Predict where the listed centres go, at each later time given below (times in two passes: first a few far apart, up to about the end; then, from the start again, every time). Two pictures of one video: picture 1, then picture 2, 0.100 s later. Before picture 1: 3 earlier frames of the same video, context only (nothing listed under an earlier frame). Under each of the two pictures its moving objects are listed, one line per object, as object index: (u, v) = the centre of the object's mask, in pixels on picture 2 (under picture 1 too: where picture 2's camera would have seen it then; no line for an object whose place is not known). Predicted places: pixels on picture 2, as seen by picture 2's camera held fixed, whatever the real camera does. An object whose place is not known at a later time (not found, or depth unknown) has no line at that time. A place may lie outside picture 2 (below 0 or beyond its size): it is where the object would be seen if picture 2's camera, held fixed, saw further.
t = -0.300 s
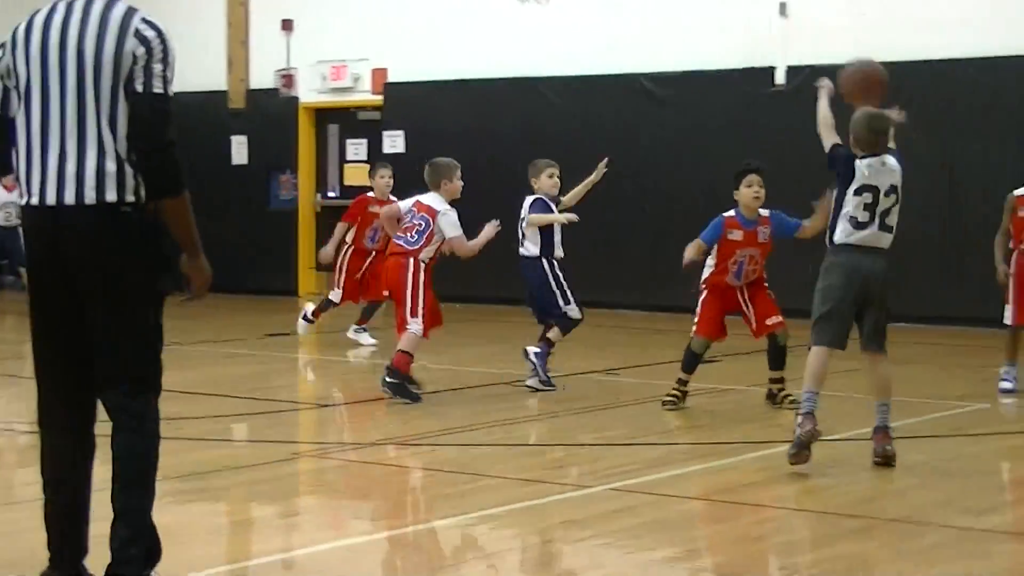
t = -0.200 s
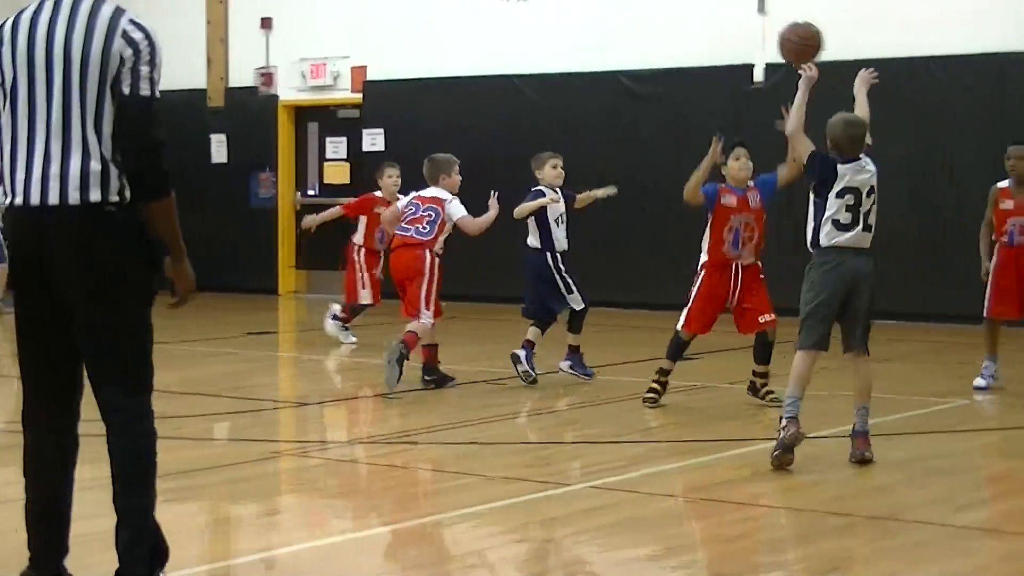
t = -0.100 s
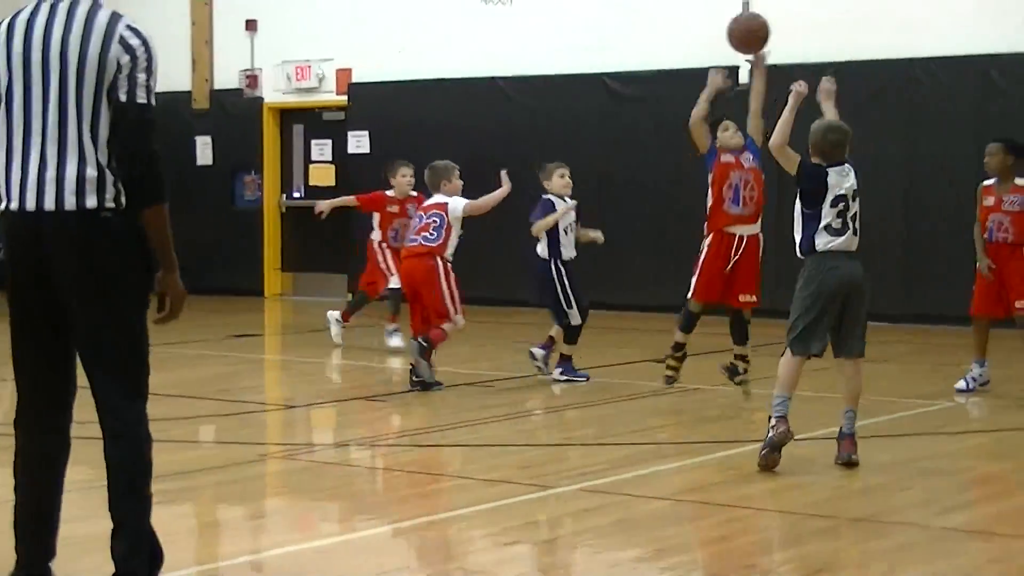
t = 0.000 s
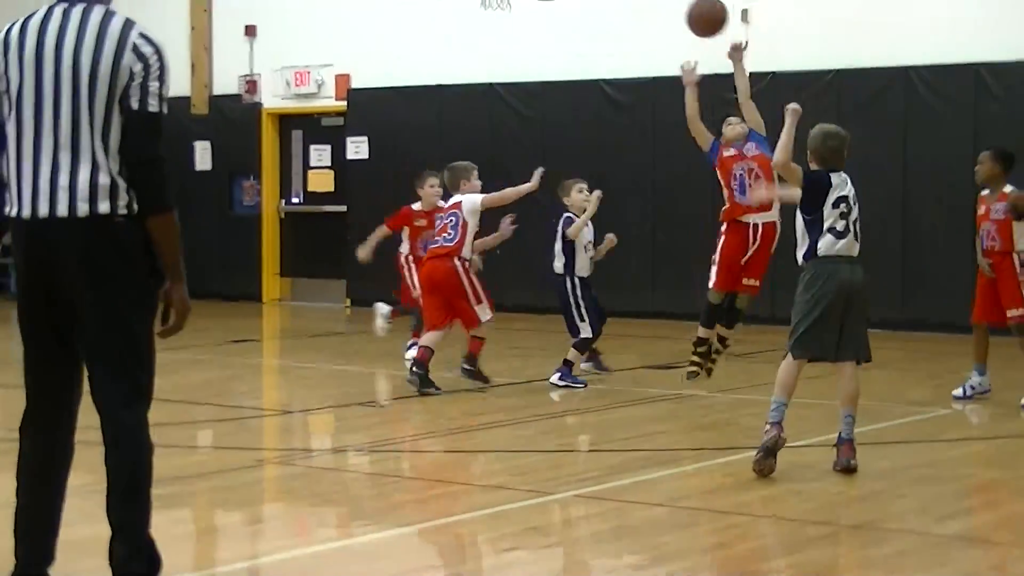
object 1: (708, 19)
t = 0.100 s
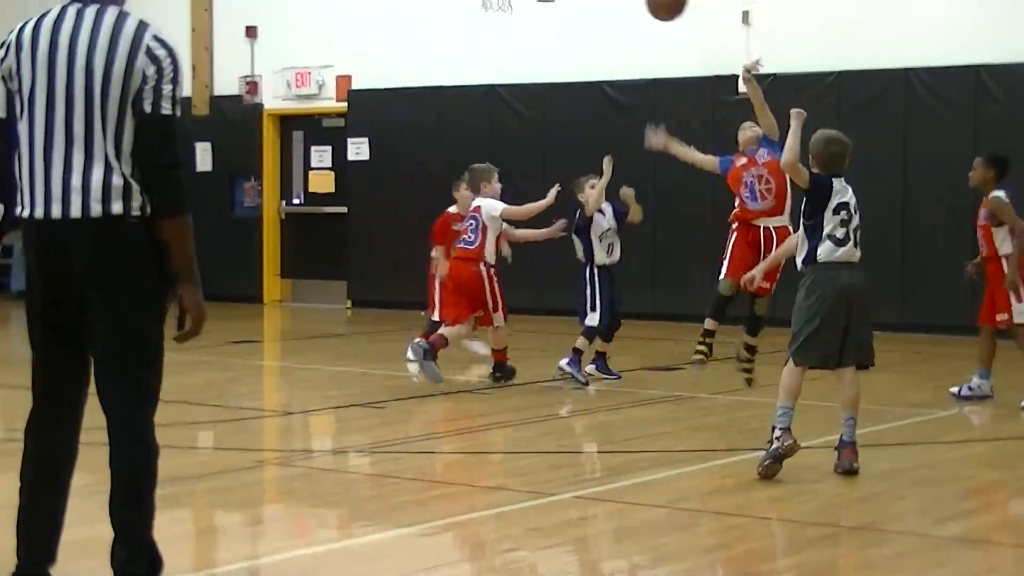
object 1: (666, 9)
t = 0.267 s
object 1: (597, 15)
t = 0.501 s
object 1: (502, 108)
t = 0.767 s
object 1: (400, 342)
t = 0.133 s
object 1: (652, 8)
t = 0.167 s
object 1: (638, 8)
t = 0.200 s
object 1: (624, 10)
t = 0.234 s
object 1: (610, 12)
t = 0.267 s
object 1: (597, 15)
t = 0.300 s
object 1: (583, 19)
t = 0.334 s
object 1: (569, 28)
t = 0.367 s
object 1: (556, 40)
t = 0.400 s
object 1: (542, 55)
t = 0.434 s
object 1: (529, 72)
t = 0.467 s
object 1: (514, 90)
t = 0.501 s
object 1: (502, 108)
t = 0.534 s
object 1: (488, 132)
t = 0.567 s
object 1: (476, 156)
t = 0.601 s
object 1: (463, 181)
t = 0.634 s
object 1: (449, 210)
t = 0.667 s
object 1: (437, 240)
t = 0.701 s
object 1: (424, 273)
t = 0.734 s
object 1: (412, 303)
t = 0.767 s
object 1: (400, 342)
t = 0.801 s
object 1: (387, 381)
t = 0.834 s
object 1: (379, 368)
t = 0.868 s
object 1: (372, 339)
